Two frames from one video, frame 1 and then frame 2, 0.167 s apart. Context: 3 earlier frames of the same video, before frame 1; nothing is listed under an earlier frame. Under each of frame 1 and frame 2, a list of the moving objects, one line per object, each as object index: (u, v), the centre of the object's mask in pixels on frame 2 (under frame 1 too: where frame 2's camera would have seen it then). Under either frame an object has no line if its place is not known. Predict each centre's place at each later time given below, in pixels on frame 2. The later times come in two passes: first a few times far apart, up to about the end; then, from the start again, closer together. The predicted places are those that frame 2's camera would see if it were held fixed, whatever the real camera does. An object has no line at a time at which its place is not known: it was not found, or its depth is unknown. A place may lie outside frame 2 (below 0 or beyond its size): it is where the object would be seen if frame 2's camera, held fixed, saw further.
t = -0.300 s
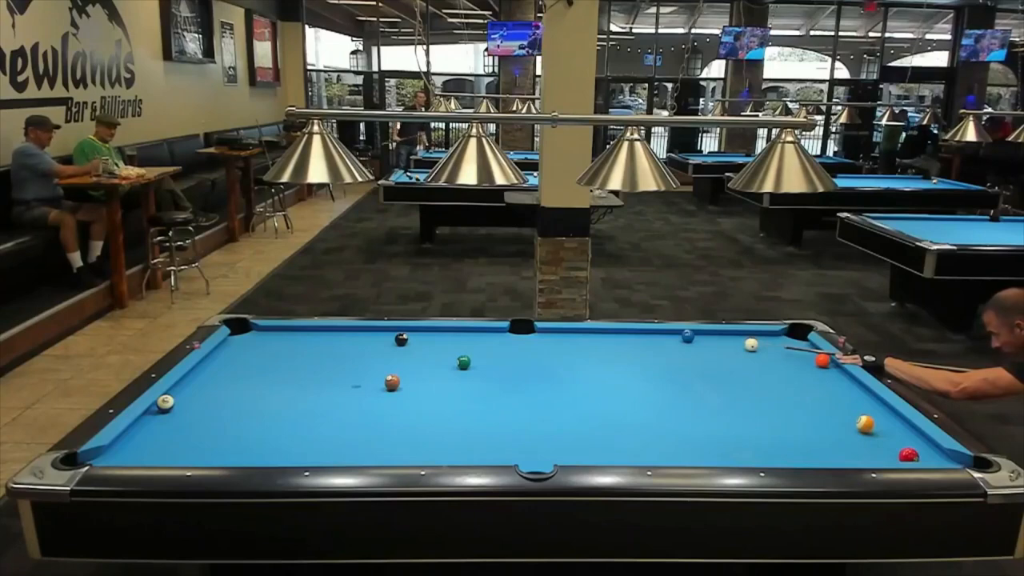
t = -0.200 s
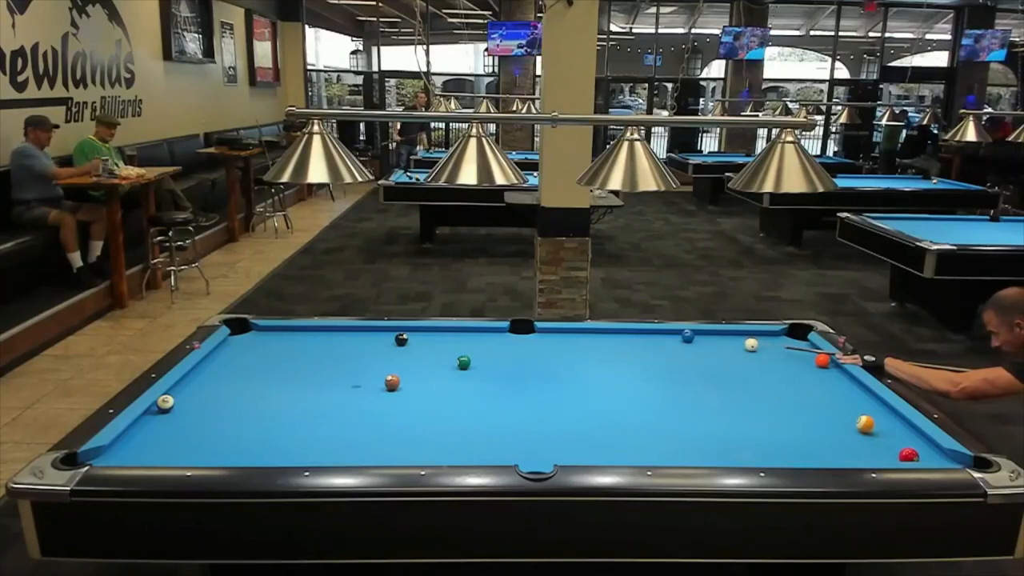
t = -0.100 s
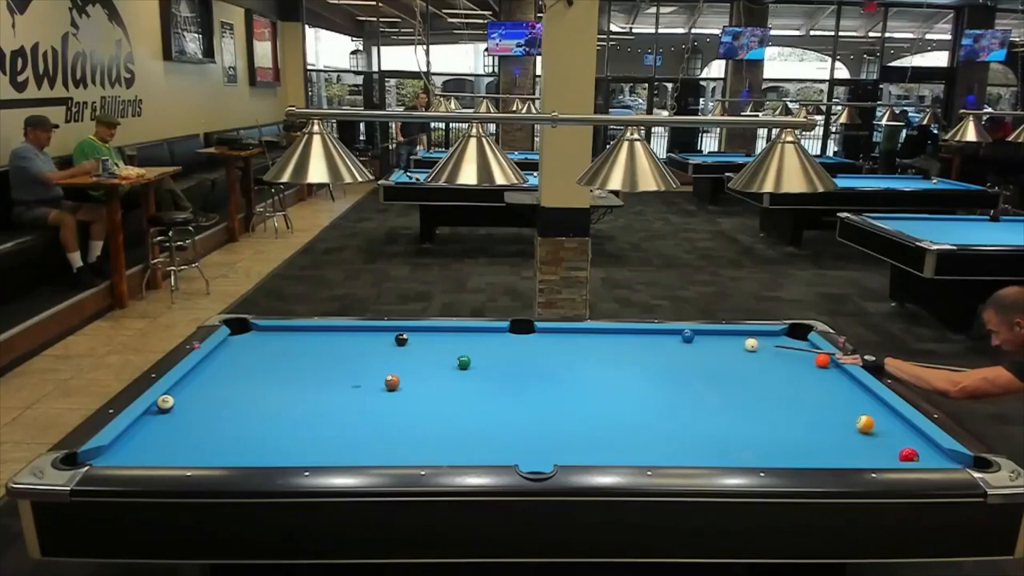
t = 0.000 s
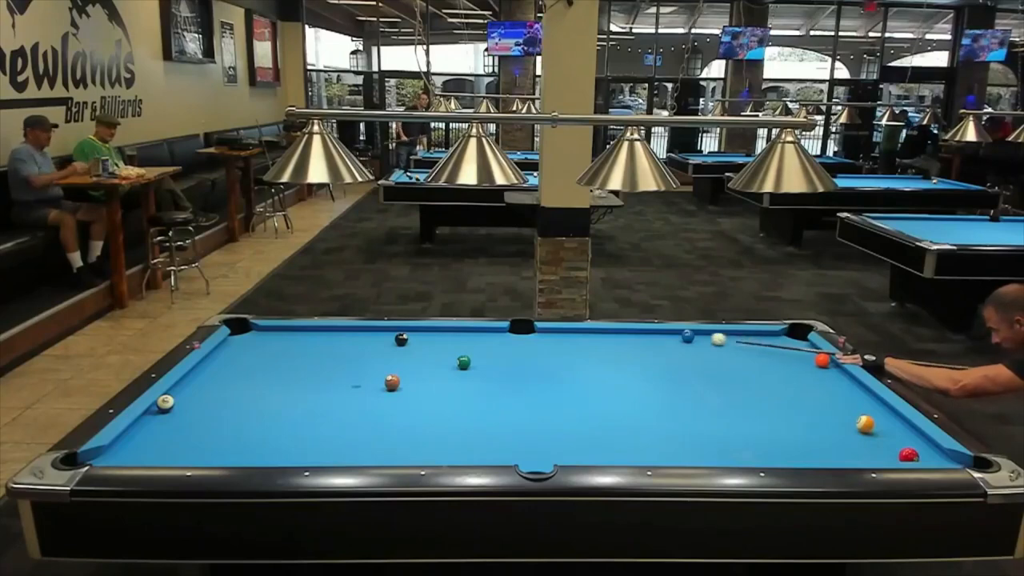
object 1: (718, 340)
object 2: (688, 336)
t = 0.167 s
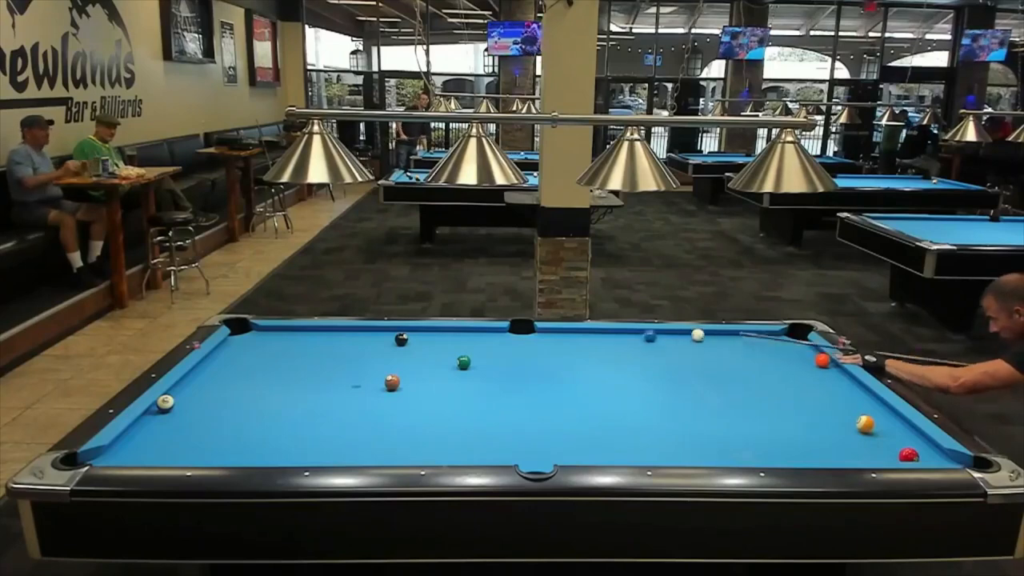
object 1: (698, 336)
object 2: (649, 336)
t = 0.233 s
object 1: (697, 337)
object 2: (636, 336)
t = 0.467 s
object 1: (693, 346)
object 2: (582, 335)
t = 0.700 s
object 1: (690, 354)
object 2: (532, 333)
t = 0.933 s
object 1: (685, 364)
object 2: (481, 334)
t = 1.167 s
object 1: (681, 373)
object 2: (429, 332)
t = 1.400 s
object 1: (677, 383)
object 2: (383, 332)
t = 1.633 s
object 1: (674, 393)
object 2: (333, 332)
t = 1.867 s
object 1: (671, 402)
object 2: (287, 331)
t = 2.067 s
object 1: (668, 412)
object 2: (246, 330)
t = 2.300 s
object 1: (665, 422)
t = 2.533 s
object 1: (662, 432)
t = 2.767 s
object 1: (659, 443)
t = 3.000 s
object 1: (655, 451)
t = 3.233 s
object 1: (650, 452)
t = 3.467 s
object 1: (643, 449)
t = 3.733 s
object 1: (636, 444)
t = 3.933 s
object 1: (631, 440)
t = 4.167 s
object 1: (627, 436)
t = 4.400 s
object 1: (623, 433)
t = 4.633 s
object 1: (620, 430)
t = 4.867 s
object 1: (618, 428)
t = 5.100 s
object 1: (617, 428)
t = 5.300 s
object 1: (613, 425)
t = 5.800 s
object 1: (617, 426)
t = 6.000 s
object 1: (617, 427)
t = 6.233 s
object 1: (617, 427)
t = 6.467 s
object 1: (617, 427)
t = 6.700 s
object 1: (617, 427)
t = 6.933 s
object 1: (617, 427)
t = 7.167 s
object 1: (617, 427)
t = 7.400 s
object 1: (617, 427)
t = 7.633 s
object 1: (617, 427)
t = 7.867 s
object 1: (617, 427)
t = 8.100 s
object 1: (617, 427)
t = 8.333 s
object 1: (617, 427)
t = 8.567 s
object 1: (617, 427)
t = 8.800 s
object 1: (617, 427)
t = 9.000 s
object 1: (617, 427)
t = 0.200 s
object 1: (697, 335)
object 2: (645, 336)
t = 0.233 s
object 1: (697, 337)
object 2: (636, 336)
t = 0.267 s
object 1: (697, 339)
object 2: (627, 336)
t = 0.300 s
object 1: (696, 340)
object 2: (619, 335)
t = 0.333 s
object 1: (696, 341)
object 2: (611, 335)
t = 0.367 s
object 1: (695, 342)
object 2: (602, 335)
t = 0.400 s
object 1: (694, 344)
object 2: (594, 335)
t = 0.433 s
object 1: (694, 344)
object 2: (590, 335)
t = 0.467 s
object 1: (693, 346)
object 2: (582, 335)
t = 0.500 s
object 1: (693, 347)
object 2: (573, 334)
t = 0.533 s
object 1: (692, 349)
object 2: (566, 334)
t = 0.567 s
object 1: (692, 349)
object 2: (561, 334)
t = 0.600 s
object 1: (691, 351)
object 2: (552, 334)
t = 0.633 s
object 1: (690, 353)
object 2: (545, 334)
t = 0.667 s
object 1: (690, 353)
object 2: (541, 335)
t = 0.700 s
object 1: (690, 354)
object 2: (532, 333)
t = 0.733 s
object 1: (689, 356)
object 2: (524, 334)
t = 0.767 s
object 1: (688, 358)
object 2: (512, 333)
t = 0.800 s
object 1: (687, 359)
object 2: (508, 334)
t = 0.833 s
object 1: (687, 360)
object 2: (501, 334)
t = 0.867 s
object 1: (686, 362)
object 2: (492, 333)
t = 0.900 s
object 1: (686, 362)
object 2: (488, 334)
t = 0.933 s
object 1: (685, 364)
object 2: (481, 334)
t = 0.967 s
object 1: (685, 365)
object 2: (472, 333)
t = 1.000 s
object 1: (684, 367)
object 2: (465, 333)
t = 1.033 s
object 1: (684, 367)
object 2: (461, 333)
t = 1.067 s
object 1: (683, 369)
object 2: (452, 333)
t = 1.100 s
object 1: (682, 370)
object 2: (445, 333)
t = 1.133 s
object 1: (682, 372)
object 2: (438, 332)
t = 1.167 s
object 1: (681, 373)
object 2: (429, 332)
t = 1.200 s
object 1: (680, 375)
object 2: (422, 332)
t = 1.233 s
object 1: (680, 377)
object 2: (414, 332)
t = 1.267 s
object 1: (680, 378)
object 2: (410, 332)
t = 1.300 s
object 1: (679, 379)
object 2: (403, 329)
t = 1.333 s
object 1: (678, 380)
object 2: (393, 332)
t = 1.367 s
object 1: (678, 381)
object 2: (390, 332)
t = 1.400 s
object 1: (677, 383)
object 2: (383, 332)
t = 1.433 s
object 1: (677, 384)
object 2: (375, 332)
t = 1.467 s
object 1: (677, 386)
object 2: (367, 332)
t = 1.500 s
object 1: (676, 387)
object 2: (360, 332)
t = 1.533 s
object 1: (675, 389)
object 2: (352, 332)
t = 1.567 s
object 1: (675, 391)
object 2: (344, 332)
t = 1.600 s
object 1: (675, 391)
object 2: (341, 332)
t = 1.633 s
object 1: (674, 393)
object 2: (333, 332)
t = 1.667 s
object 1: (674, 394)
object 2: (325, 332)
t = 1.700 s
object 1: (673, 396)
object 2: (318, 331)
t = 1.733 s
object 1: (672, 397)
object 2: (314, 331)
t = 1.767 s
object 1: (672, 399)
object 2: (307, 331)
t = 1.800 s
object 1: (672, 400)
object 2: (299, 332)
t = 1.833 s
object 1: (671, 401)
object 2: (296, 331)
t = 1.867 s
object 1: (671, 402)
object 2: (287, 331)
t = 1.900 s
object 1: (670, 404)
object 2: (280, 332)
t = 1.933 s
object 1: (670, 406)
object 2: (273, 331)
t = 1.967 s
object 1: (669, 408)
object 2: (264, 331)
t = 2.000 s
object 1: (669, 409)
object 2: (258, 332)
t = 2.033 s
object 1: (668, 411)
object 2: (250, 331)
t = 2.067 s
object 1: (668, 412)
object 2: (246, 330)
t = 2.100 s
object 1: (667, 413)
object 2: (239, 331)
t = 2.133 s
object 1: (667, 415)
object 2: (236, 330)
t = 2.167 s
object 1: (667, 417)
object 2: (237, 329)
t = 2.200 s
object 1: (666, 418)
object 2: (238, 329)
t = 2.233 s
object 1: (666, 419)
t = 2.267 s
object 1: (665, 421)
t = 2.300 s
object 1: (665, 422)
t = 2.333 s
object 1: (664, 424)
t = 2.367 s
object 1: (663, 426)
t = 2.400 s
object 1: (663, 426)
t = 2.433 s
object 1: (663, 428)
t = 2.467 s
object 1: (663, 430)
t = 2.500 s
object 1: (662, 432)
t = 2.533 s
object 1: (662, 432)
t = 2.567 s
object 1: (661, 433)
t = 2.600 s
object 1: (660, 435)
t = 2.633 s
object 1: (660, 437)
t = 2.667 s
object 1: (660, 438)
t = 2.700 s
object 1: (659, 440)
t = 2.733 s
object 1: (659, 442)
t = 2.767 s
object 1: (659, 443)
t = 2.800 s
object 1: (658, 445)
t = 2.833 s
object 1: (657, 447)
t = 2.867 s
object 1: (657, 448)
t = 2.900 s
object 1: (656, 449)
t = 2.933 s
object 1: (656, 449)
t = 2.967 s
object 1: (655, 451)
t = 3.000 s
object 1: (655, 451)
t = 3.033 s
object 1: (654, 452)
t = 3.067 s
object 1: (654, 453)
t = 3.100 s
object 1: (653, 454)
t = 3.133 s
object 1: (652, 453)
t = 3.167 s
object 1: (651, 452)
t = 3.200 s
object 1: (650, 452)
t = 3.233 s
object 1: (650, 452)
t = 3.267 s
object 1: (648, 451)
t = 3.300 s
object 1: (647, 451)
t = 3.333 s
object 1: (646, 451)
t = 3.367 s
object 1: (645, 450)
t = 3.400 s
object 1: (644, 449)
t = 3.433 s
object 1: (643, 449)
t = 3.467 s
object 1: (643, 449)
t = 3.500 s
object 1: (642, 448)
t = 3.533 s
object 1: (641, 448)
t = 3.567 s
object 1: (640, 447)
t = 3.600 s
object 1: (639, 447)
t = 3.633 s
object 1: (638, 446)
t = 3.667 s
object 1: (637, 445)
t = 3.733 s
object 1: (636, 444)
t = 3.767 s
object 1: (635, 443)
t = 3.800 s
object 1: (634, 443)
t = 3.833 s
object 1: (634, 442)
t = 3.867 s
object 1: (632, 441)
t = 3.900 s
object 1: (632, 440)
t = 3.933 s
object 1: (631, 440)
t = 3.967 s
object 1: (630, 439)
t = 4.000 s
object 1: (630, 438)
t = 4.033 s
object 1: (629, 438)
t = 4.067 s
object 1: (628, 437)
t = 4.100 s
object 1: (628, 437)
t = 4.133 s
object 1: (627, 436)
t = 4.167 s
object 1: (627, 436)
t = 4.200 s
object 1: (626, 435)
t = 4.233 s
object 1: (625, 435)
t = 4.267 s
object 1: (625, 434)
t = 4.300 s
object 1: (625, 434)
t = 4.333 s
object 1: (624, 433)
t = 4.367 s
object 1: (623, 433)
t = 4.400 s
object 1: (623, 433)
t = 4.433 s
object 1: (623, 432)
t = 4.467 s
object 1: (622, 432)
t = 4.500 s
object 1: (622, 432)
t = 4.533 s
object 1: (622, 431)
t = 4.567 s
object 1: (621, 431)
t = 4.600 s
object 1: (621, 430)
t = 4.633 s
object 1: (620, 430)
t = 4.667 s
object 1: (620, 430)
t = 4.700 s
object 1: (620, 429)
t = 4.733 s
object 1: (619, 429)
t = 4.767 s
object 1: (619, 429)
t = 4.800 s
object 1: (619, 429)
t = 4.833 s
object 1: (618, 428)
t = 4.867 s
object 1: (618, 428)
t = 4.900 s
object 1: (618, 428)
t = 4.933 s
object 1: (618, 428)
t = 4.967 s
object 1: (618, 427)
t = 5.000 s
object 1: (618, 427)
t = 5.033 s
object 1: (618, 427)
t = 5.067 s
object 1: (617, 427)
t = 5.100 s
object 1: (617, 428)
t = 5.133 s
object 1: (617, 427)
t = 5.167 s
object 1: (617, 427)
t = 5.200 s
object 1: (617, 427)
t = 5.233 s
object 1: (617, 427)
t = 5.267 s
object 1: (617, 427)
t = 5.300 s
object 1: (613, 425)
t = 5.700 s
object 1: (617, 427)
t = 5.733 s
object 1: (617, 426)
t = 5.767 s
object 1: (617, 426)
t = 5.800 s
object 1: (617, 426)
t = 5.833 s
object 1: (617, 426)
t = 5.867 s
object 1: (617, 426)
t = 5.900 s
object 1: (617, 426)
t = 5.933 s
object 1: (617, 427)
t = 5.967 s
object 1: (617, 427)
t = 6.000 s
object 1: (617, 427)
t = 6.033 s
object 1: (617, 427)
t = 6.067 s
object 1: (617, 427)
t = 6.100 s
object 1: (617, 427)
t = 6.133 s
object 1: (617, 427)
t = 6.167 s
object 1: (617, 427)
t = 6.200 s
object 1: (617, 427)
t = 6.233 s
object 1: (617, 427)
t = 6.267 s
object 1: (617, 427)
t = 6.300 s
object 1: (617, 427)
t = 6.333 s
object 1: (617, 427)
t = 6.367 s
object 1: (617, 427)
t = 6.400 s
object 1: (617, 427)
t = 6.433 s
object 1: (617, 427)
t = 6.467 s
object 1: (617, 427)
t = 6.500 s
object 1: (617, 427)
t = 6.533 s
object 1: (617, 427)
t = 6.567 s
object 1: (617, 427)
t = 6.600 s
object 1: (617, 427)
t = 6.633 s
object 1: (617, 427)
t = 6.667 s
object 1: (617, 427)
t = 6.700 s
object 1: (617, 427)
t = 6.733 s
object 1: (617, 427)
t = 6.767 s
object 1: (617, 427)
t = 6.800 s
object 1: (617, 427)
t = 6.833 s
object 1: (617, 427)
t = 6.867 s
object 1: (617, 427)
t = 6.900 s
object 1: (617, 427)
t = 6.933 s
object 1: (617, 427)
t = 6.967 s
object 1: (617, 427)
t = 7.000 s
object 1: (617, 427)
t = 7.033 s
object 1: (617, 427)
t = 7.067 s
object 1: (617, 427)
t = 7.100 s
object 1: (617, 427)
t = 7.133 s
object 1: (617, 427)
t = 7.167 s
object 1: (617, 427)
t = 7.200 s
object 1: (617, 427)
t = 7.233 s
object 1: (617, 427)
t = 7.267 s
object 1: (617, 427)
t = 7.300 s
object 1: (617, 427)
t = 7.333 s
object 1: (617, 427)
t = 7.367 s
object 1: (617, 427)
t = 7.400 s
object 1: (617, 427)
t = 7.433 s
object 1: (617, 427)
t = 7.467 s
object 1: (617, 427)
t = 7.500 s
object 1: (617, 427)
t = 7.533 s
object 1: (617, 427)
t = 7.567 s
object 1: (617, 427)
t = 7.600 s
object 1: (617, 427)
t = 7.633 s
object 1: (617, 427)
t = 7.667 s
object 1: (617, 427)
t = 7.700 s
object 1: (617, 427)
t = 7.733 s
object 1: (617, 427)
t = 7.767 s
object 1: (617, 427)
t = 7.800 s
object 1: (617, 427)
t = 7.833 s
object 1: (617, 427)
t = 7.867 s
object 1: (617, 427)
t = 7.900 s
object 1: (617, 427)
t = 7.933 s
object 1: (617, 427)
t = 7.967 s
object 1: (617, 427)
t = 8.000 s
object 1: (617, 427)
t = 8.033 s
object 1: (617, 427)
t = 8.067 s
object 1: (617, 427)
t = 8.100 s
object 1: (617, 427)
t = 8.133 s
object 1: (617, 427)
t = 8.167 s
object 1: (617, 427)
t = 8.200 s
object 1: (617, 427)
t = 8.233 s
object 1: (617, 427)
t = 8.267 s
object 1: (617, 427)
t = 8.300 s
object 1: (617, 427)
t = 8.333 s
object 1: (617, 427)
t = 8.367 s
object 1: (617, 427)
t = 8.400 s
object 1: (617, 427)
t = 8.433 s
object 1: (617, 427)
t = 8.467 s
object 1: (617, 427)
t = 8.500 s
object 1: (617, 427)
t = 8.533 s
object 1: (617, 427)
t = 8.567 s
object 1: (617, 427)
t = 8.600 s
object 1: (617, 427)
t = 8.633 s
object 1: (617, 427)
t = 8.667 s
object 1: (617, 427)
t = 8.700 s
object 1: (617, 427)
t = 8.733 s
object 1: (617, 427)
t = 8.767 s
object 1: (617, 427)
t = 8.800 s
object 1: (617, 427)
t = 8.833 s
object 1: (617, 427)
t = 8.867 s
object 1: (617, 427)
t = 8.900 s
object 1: (617, 427)
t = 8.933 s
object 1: (617, 427)
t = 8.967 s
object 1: (617, 427)
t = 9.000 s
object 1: (617, 427)
